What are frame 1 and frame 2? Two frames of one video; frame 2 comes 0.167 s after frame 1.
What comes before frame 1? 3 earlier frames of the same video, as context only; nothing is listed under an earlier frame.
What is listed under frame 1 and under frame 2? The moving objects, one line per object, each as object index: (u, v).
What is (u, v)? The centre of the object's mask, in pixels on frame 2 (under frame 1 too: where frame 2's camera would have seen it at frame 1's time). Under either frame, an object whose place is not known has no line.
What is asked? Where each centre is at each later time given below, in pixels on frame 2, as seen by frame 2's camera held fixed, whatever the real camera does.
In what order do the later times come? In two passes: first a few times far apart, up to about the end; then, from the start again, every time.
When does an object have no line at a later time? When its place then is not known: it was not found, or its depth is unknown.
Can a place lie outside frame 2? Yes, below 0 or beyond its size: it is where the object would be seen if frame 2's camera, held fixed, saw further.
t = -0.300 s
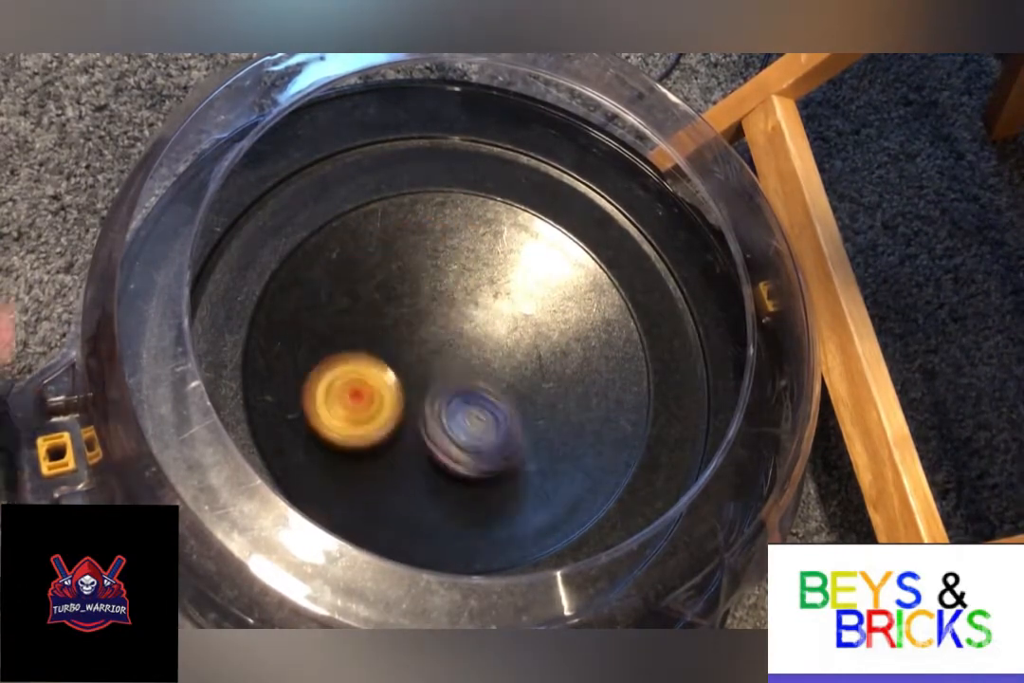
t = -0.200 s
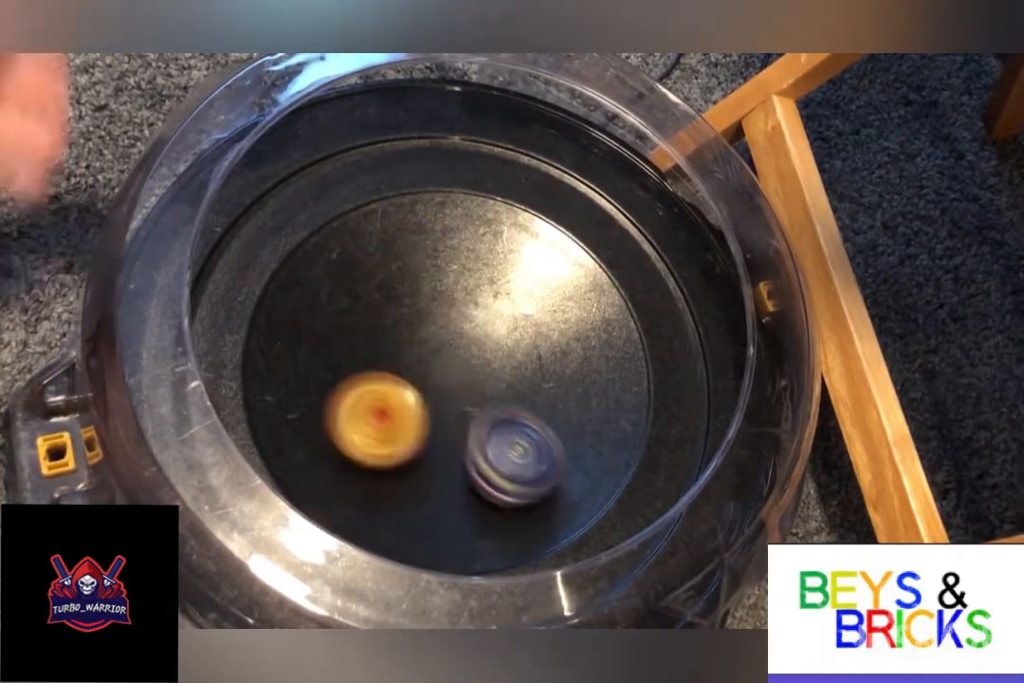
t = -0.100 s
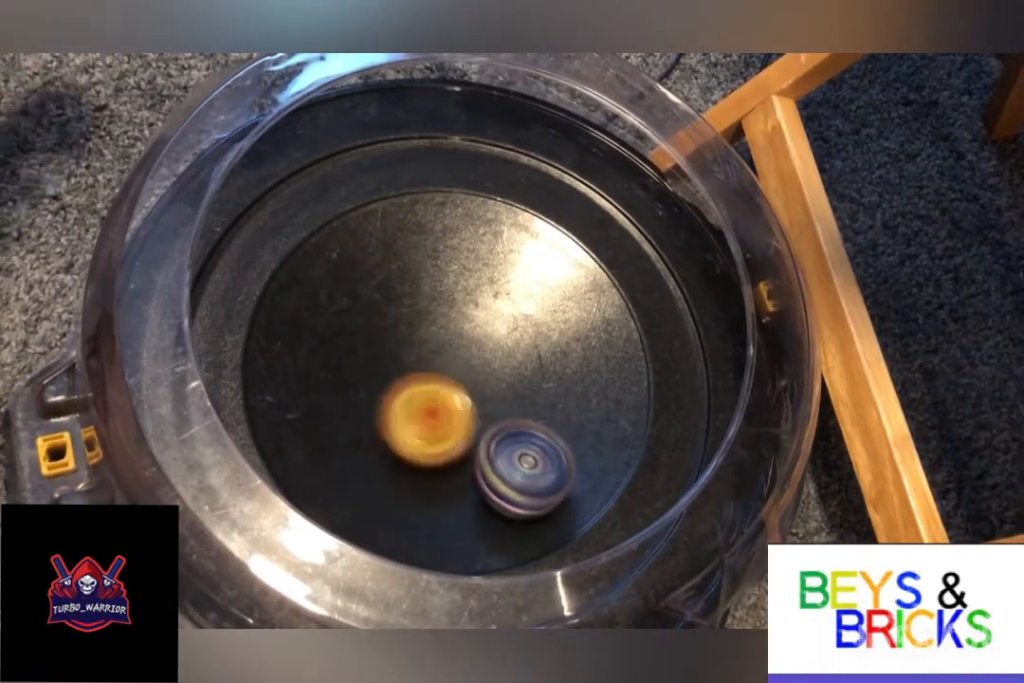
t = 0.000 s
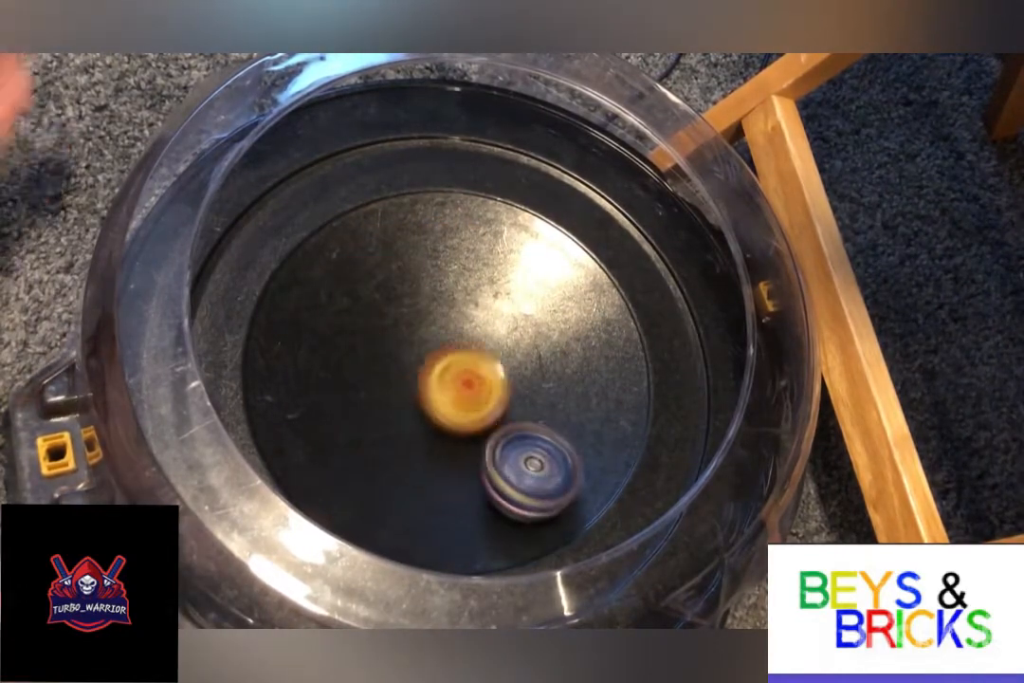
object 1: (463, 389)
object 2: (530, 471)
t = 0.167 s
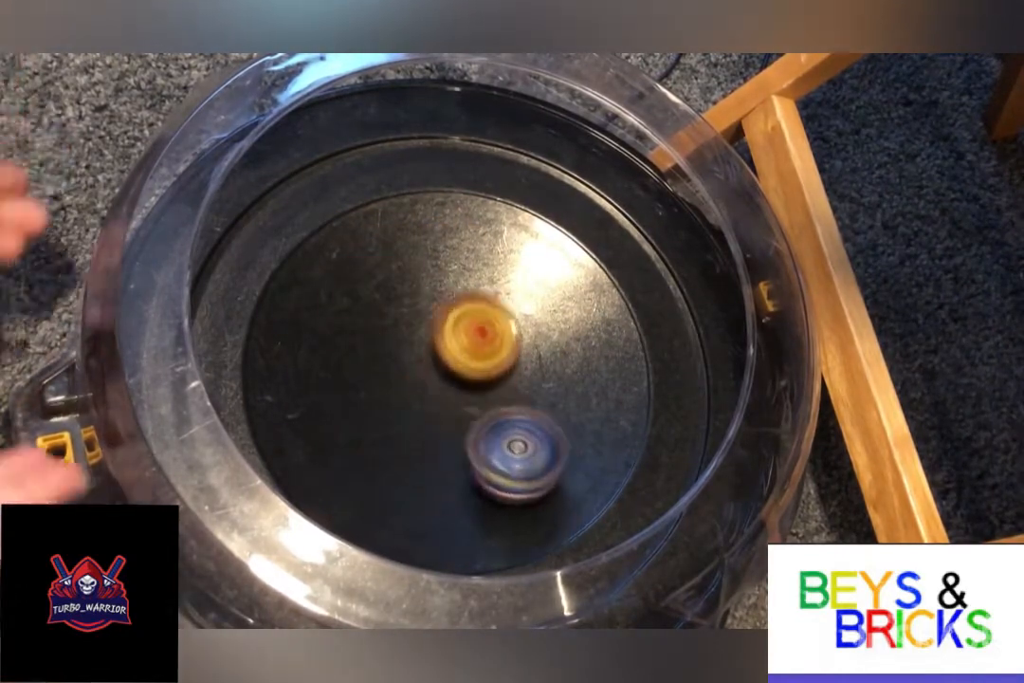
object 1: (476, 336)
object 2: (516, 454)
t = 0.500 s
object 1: (422, 300)
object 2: (477, 382)
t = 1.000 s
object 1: (434, 366)
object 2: (528, 399)
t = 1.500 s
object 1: (425, 369)
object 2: (531, 378)
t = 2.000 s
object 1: (410, 331)
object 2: (500, 372)
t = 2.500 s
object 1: (415, 345)
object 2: (498, 402)
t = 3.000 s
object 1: (394, 346)
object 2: (511, 401)
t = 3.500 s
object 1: (433, 320)
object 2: (505, 384)
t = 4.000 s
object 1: (441, 325)
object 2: (466, 421)
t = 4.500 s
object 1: (496, 329)
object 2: (430, 399)
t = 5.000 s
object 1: (507, 332)
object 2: (414, 386)
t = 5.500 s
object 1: (503, 363)
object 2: (405, 386)
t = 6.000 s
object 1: (499, 385)
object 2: (402, 359)
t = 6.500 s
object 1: (495, 380)
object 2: (402, 340)
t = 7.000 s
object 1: (491, 378)
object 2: (390, 349)
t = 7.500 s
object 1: (499, 369)
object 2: (399, 358)
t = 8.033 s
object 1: (510, 360)
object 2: (411, 355)
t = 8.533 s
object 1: (507, 383)
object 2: (401, 357)
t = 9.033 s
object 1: (506, 387)
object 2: (400, 351)
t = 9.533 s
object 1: (508, 382)
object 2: (398, 349)
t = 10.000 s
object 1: (519, 365)
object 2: (404, 391)
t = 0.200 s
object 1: (473, 331)
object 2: (511, 449)
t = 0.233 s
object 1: (470, 326)
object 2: (507, 444)
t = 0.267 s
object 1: (465, 322)
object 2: (502, 436)
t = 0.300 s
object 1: (461, 318)
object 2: (497, 429)
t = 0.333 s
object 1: (456, 315)
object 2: (494, 425)
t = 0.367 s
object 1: (451, 312)
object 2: (489, 417)
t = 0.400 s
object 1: (446, 310)
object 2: (484, 409)
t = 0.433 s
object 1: (439, 307)
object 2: (479, 398)
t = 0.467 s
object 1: (431, 303)
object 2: (479, 388)
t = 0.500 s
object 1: (422, 300)
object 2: (477, 382)
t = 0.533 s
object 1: (412, 297)
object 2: (478, 378)
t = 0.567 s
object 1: (402, 293)
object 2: (482, 382)
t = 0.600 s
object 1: (395, 295)
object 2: (484, 382)
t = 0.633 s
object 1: (391, 302)
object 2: (484, 381)
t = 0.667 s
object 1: (389, 313)
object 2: (482, 379)
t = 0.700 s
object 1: (391, 325)
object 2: (480, 378)
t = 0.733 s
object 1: (390, 332)
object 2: (488, 381)
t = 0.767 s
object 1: (391, 338)
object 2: (495, 385)
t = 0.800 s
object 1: (396, 347)
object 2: (497, 386)
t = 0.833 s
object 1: (404, 356)
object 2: (498, 387)
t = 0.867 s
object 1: (404, 358)
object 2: (511, 394)
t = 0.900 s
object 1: (406, 360)
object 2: (523, 399)
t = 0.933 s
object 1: (413, 363)
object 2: (527, 400)
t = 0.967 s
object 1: (423, 365)
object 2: (529, 400)
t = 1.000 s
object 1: (434, 366)
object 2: (528, 399)
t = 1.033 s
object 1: (430, 357)
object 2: (543, 405)
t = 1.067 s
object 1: (420, 343)
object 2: (559, 410)
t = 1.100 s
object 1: (411, 335)
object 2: (569, 409)
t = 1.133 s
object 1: (402, 331)
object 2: (573, 409)
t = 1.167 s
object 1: (393, 330)
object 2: (573, 408)
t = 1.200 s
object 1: (384, 332)
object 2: (571, 408)
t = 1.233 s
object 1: (378, 336)
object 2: (567, 406)
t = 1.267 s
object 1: (376, 343)
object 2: (563, 405)
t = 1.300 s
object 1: (378, 352)
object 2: (559, 401)
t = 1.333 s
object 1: (384, 361)
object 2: (551, 398)
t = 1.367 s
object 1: (393, 369)
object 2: (544, 394)
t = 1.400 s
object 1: (405, 374)
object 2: (537, 390)
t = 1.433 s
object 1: (418, 376)
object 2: (526, 387)
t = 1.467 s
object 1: (425, 375)
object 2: (524, 380)
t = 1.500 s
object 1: (425, 369)
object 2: (531, 378)
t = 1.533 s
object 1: (430, 363)
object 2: (531, 377)
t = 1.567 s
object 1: (436, 356)
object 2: (533, 373)
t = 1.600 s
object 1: (439, 348)
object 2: (533, 369)
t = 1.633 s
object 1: (441, 340)
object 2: (533, 367)
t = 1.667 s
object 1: (440, 330)
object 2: (534, 367)
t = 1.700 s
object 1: (437, 321)
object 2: (534, 367)
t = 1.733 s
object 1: (434, 315)
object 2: (532, 367)
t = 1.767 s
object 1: (431, 311)
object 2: (529, 368)
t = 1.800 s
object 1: (427, 308)
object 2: (524, 368)
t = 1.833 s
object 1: (423, 307)
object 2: (518, 368)
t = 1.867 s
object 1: (418, 308)
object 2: (513, 367)
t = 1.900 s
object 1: (414, 313)
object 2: (505, 368)
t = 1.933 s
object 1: (413, 319)
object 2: (498, 367)
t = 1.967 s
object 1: (411, 325)
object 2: (498, 368)
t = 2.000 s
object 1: (410, 331)
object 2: (500, 372)
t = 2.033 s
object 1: (412, 337)
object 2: (502, 377)
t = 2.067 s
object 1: (409, 341)
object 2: (510, 382)
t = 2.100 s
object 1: (409, 346)
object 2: (515, 386)
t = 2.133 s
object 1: (412, 352)
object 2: (516, 389)
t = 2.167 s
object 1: (418, 357)
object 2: (513, 390)
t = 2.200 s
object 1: (419, 359)
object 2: (514, 393)
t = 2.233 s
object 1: (420, 361)
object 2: (515, 396)
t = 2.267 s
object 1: (421, 361)
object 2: (514, 397)
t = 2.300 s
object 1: (421, 361)
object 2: (514, 400)
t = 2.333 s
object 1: (422, 359)
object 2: (513, 401)
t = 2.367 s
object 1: (424, 357)
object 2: (512, 403)
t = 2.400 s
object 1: (423, 354)
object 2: (510, 405)
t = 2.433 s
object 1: (420, 351)
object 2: (505, 404)
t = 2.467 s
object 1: (418, 347)
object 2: (502, 402)
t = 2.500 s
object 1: (415, 345)
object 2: (498, 402)
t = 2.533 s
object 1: (412, 344)
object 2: (494, 401)
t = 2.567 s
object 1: (408, 343)
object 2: (491, 399)
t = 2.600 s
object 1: (406, 344)
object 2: (490, 399)
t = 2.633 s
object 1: (405, 347)
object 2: (492, 397)
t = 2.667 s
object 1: (405, 349)
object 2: (492, 397)
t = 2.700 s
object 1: (400, 345)
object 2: (505, 404)
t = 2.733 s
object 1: (392, 337)
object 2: (519, 414)
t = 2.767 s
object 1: (388, 333)
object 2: (527, 415)
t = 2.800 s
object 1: (383, 332)
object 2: (531, 416)
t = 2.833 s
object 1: (380, 331)
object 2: (531, 415)
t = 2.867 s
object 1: (378, 331)
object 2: (528, 414)
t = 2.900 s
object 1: (378, 333)
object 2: (526, 411)
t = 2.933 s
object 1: (380, 337)
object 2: (523, 408)
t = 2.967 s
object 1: (386, 341)
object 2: (517, 405)
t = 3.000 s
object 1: (394, 346)
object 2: (511, 401)
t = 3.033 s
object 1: (403, 350)
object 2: (508, 397)
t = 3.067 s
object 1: (412, 352)
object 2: (504, 396)
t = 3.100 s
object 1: (408, 343)
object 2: (520, 400)
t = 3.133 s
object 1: (407, 337)
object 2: (528, 401)
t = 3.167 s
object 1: (408, 332)
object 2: (532, 401)
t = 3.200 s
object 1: (409, 329)
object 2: (529, 398)
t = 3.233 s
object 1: (410, 326)
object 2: (525, 395)
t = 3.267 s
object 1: (412, 325)
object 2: (522, 392)
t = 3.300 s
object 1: (414, 325)
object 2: (515, 390)
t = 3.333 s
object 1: (418, 326)
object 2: (507, 386)
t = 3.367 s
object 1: (423, 326)
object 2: (503, 383)
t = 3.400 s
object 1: (424, 323)
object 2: (503, 382)
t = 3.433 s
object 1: (427, 321)
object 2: (505, 383)
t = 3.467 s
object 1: (430, 322)
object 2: (505, 383)
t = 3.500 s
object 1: (433, 320)
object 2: (505, 384)
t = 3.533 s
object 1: (434, 319)
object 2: (503, 386)
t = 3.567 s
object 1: (436, 317)
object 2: (503, 387)
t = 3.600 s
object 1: (435, 315)
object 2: (502, 388)
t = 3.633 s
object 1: (435, 314)
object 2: (498, 388)
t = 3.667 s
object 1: (435, 314)
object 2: (495, 388)
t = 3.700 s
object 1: (435, 314)
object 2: (490, 394)
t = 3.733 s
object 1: (436, 315)
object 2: (487, 398)
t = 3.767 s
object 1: (434, 310)
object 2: (488, 410)
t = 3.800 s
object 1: (431, 308)
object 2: (488, 415)
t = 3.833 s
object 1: (430, 307)
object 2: (485, 418)
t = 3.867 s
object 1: (429, 310)
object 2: (481, 418)
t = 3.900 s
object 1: (431, 315)
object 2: (477, 417)
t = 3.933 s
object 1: (433, 321)
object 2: (473, 416)
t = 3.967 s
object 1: (437, 325)
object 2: (468, 416)
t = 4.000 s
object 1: (441, 325)
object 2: (466, 421)
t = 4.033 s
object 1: (447, 324)
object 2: (466, 425)
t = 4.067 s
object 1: (452, 324)
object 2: (462, 425)
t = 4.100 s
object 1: (455, 324)
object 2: (458, 422)
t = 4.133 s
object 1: (458, 325)
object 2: (457, 420)
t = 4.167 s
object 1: (463, 326)
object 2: (453, 418)
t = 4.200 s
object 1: (469, 326)
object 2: (449, 413)
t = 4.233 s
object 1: (472, 327)
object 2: (448, 412)
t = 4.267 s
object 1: (477, 326)
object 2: (445, 413)
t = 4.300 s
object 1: (481, 325)
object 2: (442, 410)
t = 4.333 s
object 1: (484, 325)
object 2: (442, 408)
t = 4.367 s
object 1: (485, 325)
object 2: (440, 405)
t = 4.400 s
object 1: (488, 326)
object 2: (438, 402)
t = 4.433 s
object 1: (492, 327)
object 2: (436, 400)
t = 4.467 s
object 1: (493, 329)
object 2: (434, 399)
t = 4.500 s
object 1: (496, 329)
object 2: (430, 399)
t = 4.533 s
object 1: (499, 328)
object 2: (430, 398)
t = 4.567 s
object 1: (500, 327)
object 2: (430, 396)
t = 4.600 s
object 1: (499, 327)
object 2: (428, 393)
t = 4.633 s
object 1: (499, 330)
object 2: (428, 389)
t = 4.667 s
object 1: (501, 331)
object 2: (426, 390)
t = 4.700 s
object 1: (502, 332)
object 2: (422, 391)
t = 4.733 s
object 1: (502, 334)
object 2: (422, 389)
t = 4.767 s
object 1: (503, 337)
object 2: (423, 386)
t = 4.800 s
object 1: (502, 339)
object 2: (422, 385)
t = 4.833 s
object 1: (506, 339)
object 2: (417, 387)
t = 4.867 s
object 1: (511, 337)
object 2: (415, 391)
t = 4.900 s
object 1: (512, 334)
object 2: (413, 391)
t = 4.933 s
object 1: (512, 333)
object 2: (414, 390)
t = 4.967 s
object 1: (511, 331)
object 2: (413, 389)
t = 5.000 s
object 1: (507, 332)
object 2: (414, 386)
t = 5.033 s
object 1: (501, 334)
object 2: (417, 385)
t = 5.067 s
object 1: (497, 338)
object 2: (415, 384)
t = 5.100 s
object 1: (499, 338)
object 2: (409, 389)
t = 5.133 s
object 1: (501, 338)
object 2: (406, 394)
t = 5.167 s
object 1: (502, 339)
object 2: (407, 392)
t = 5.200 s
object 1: (501, 340)
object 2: (409, 392)
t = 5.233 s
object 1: (499, 343)
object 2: (408, 389)
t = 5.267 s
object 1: (497, 347)
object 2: (410, 388)
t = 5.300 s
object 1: (499, 349)
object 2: (407, 391)
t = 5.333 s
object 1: (501, 350)
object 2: (404, 390)
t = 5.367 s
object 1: (502, 352)
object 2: (405, 392)
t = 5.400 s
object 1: (502, 354)
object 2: (406, 390)
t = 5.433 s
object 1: (501, 357)
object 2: (409, 388)
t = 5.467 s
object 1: (501, 360)
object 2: (408, 388)
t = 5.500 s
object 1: (503, 363)
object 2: (405, 386)
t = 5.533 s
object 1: (508, 364)
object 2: (403, 387)
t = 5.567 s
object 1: (512, 364)
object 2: (402, 385)
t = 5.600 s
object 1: (514, 363)
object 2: (403, 383)
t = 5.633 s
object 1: (514, 363)
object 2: (403, 381)
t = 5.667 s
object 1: (513, 363)
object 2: (406, 378)
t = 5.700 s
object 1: (509, 363)
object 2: (408, 377)
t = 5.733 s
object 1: (505, 365)
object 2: (407, 374)
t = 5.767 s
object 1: (505, 366)
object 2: (407, 372)
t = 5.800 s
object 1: (502, 368)
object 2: (403, 371)
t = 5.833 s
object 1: (501, 372)
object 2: (402, 368)
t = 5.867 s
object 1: (500, 375)
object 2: (400, 368)
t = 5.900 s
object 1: (499, 378)
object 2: (401, 365)
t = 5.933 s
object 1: (499, 380)
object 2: (402, 364)
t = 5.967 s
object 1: (498, 382)
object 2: (401, 361)
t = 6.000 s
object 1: (499, 385)
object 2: (402, 359)
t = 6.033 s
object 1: (501, 387)
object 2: (398, 358)
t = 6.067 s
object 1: (504, 388)
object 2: (400, 356)
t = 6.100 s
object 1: (506, 387)
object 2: (401, 355)
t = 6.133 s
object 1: (505, 387)
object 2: (404, 352)
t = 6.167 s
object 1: (504, 386)
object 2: (407, 352)
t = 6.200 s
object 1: (501, 384)
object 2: (407, 350)
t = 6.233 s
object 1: (501, 384)
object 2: (406, 349)
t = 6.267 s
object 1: (500, 383)
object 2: (406, 348)
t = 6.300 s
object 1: (499, 383)
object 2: (405, 347)
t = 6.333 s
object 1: (498, 383)
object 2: (405, 347)
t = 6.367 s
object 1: (498, 384)
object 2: (402, 344)
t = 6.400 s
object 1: (500, 384)
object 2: (401, 344)
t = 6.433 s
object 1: (499, 383)
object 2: (402, 342)
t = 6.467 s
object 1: (498, 382)
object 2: (402, 341)
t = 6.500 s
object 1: (495, 380)
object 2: (402, 340)
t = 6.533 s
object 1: (493, 380)
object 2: (401, 340)
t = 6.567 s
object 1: (492, 380)
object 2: (398, 340)
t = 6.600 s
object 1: (489, 381)
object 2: (398, 341)
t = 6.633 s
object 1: (493, 383)
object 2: (390, 341)
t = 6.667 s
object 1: (495, 384)
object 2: (389, 341)
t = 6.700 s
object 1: (499, 384)
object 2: (387, 342)
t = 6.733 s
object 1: (500, 383)
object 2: (388, 342)
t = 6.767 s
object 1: (500, 382)
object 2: (389, 342)
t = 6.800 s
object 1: (500, 380)
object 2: (390, 343)
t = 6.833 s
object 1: (497, 379)
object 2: (391, 345)
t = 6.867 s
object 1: (493, 376)
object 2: (394, 346)
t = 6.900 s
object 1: (492, 377)
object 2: (392, 347)
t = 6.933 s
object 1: (492, 377)
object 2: (393, 346)
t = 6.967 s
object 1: (489, 377)
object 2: (393, 348)
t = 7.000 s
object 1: (491, 378)
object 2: (390, 349)
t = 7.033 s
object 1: (489, 378)
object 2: (392, 353)
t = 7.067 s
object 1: (492, 380)
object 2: (390, 353)
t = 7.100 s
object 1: (494, 381)
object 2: (389, 355)
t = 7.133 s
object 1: (495, 382)
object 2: (390, 354)
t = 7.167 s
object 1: (495, 380)
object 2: (390, 353)
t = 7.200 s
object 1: (495, 379)
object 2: (391, 353)
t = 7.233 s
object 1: (491, 377)
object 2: (393, 354)
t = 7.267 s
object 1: (491, 378)
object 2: (391, 354)
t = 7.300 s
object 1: (491, 377)
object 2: (392, 357)
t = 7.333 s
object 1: (494, 379)
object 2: (390, 357)
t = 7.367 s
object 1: (498, 378)
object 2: (390, 358)
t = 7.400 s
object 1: (500, 376)
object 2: (393, 359)
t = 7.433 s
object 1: (501, 374)
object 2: (395, 359)
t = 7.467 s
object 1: (500, 373)
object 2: (399, 359)
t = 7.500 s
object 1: (499, 369)
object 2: (399, 358)
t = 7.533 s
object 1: (498, 368)
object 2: (400, 361)
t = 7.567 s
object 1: (502, 368)
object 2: (392, 360)
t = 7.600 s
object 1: (507, 367)
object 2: (391, 363)
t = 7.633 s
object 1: (508, 366)
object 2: (394, 361)
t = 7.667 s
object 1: (511, 363)
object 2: (395, 360)
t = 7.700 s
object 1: (510, 361)
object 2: (396, 358)
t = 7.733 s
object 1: (510, 360)
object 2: (397, 357)
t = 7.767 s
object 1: (506, 359)
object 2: (401, 357)
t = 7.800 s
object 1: (503, 358)
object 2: (403, 355)
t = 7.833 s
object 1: (504, 360)
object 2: (401, 355)
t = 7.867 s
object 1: (504, 359)
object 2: (402, 356)
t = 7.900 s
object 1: (503, 361)
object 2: (405, 356)
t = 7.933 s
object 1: (505, 361)
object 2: (402, 355)
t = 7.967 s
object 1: (509, 361)
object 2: (402, 358)
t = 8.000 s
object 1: (510, 360)
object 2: (407, 358)
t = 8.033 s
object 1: (510, 360)
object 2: (411, 355)
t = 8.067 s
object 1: (509, 360)
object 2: (411, 354)
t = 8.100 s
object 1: (510, 360)
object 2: (408, 352)
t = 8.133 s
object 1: (509, 362)
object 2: (410, 355)
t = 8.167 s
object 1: (509, 363)
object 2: (411, 354)
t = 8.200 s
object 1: (515, 368)
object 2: (403, 353)
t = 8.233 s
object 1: (516, 368)
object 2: (404, 356)
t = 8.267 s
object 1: (518, 369)
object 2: (406, 355)
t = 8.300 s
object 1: (517, 370)
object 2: (408, 353)
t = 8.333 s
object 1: (516, 371)
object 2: (408, 350)
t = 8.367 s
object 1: (513, 373)
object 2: (407, 350)
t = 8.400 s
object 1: (507, 373)
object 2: (410, 350)
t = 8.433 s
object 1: (505, 375)
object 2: (408, 350)
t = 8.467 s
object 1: (502, 376)
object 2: (406, 352)
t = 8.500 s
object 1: (500, 377)
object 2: (404, 355)
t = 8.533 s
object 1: (507, 383)
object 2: (401, 357)
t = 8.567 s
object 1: (511, 385)
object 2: (397, 356)
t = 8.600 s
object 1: (517, 387)
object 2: (395, 357)
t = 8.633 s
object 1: (516, 389)
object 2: (396, 358)
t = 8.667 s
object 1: (513, 386)
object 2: (399, 356)
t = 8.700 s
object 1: (512, 386)
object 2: (399, 354)
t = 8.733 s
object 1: (507, 384)
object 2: (400, 354)
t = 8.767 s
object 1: (503, 382)
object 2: (402, 353)
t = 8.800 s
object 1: (502, 381)
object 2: (403, 353)
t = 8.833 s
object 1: (503, 382)
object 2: (400, 354)
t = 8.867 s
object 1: (500, 381)
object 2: (402, 356)
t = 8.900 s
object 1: (505, 385)
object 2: (399, 355)
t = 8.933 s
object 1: (506, 390)
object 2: (395, 351)
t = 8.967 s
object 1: (507, 389)
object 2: (392, 352)
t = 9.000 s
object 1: (507, 388)
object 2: (395, 352)
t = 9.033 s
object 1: (506, 387)
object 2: (400, 351)
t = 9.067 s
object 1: (507, 385)
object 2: (404, 348)
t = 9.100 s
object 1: (507, 384)
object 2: (403, 346)
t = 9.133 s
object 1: (507, 383)
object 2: (405, 344)
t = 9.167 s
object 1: (504, 381)
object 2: (409, 342)
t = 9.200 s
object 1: (504, 379)
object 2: (409, 342)
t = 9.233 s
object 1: (505, 379)
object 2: (413, 341)
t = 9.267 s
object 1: (503, 380)
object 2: (408, 341)
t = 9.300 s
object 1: (503, 380)
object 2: (409, 342)
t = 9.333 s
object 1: (503, 383)
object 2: (410, 340)
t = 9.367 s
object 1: (502, 380)
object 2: (412, 339)
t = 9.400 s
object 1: (502, 375)
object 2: (410, 338)
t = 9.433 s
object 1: (504, 374)
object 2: (411, 343)
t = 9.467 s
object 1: (510, 376)
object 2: (408, 344)
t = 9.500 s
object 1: (512, 380)
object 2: (402, 347)
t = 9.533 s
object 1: (508, 382)
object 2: (398, 349)
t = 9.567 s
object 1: (503, 380)
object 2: (395, 348)
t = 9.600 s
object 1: (504, 378)
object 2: (394, 350)
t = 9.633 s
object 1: (505, 378)
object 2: (395, 353)
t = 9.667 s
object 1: (504, 378)
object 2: (399, 356)
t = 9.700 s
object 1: (503, 377)
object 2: (402, 360)
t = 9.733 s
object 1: (502, 376)
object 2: (402, 365)
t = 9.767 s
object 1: (502, 376)
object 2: (403, 369)
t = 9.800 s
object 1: (507, 380)
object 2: (403, 373)
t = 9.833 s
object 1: (506, 377)
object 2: (405, 374)
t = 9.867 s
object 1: (505, 371)
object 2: (404, 375)
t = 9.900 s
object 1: (515, 366)
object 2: (397, 378)
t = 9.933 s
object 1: (523, 367)
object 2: (395, 385)
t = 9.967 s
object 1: (523, 368)
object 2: (401, 391)
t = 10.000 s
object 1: (519, 365)
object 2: (404, 391)
